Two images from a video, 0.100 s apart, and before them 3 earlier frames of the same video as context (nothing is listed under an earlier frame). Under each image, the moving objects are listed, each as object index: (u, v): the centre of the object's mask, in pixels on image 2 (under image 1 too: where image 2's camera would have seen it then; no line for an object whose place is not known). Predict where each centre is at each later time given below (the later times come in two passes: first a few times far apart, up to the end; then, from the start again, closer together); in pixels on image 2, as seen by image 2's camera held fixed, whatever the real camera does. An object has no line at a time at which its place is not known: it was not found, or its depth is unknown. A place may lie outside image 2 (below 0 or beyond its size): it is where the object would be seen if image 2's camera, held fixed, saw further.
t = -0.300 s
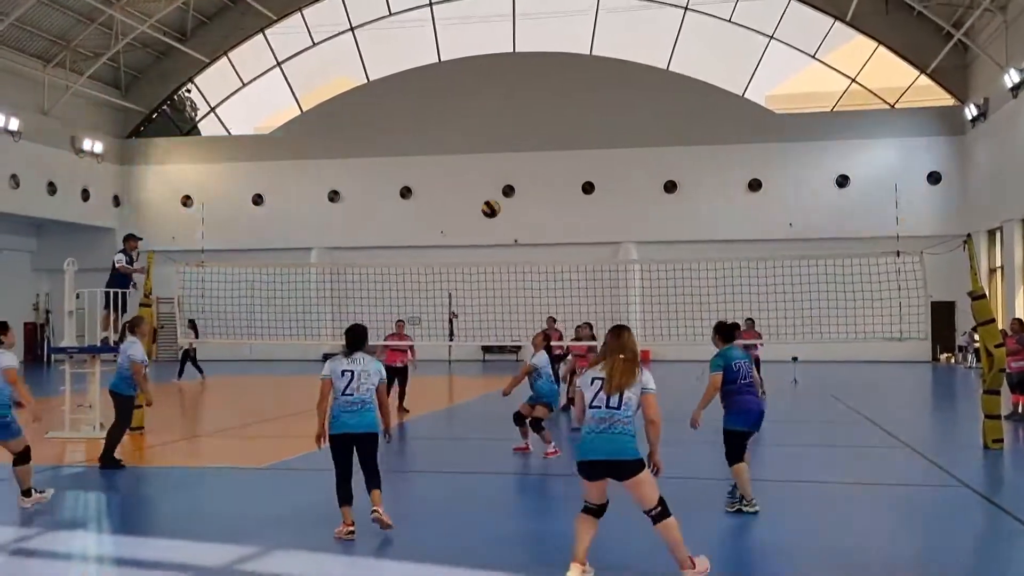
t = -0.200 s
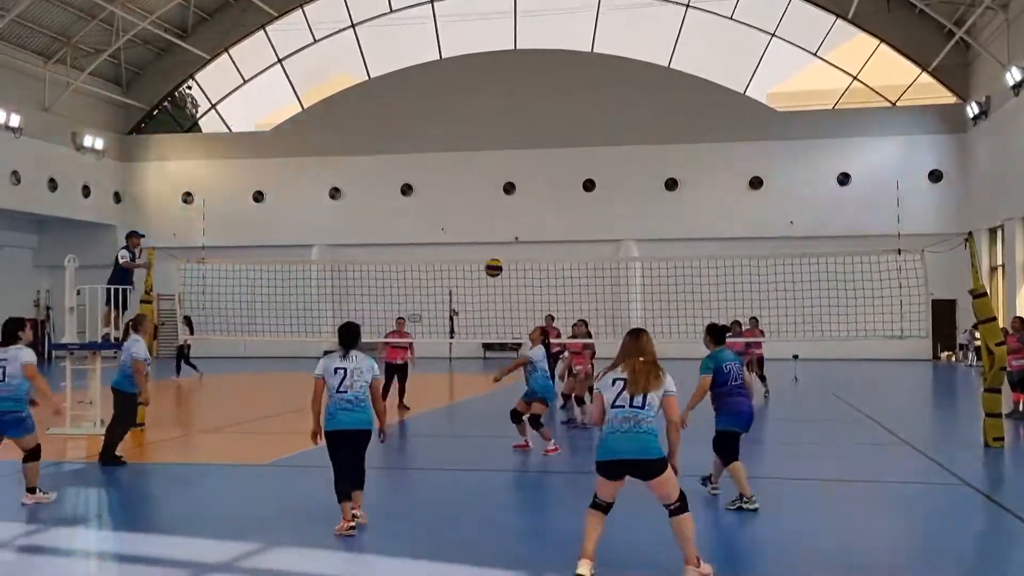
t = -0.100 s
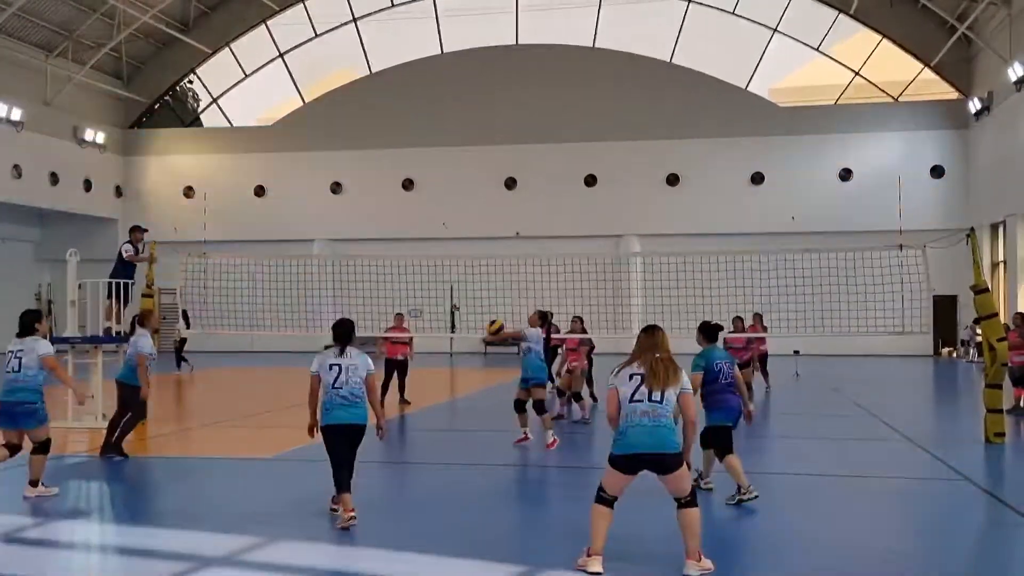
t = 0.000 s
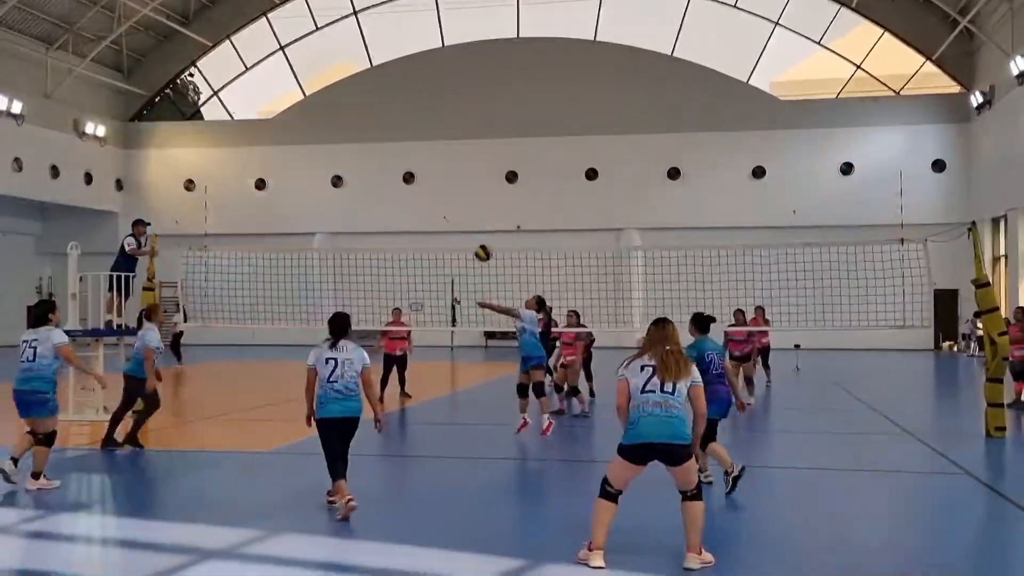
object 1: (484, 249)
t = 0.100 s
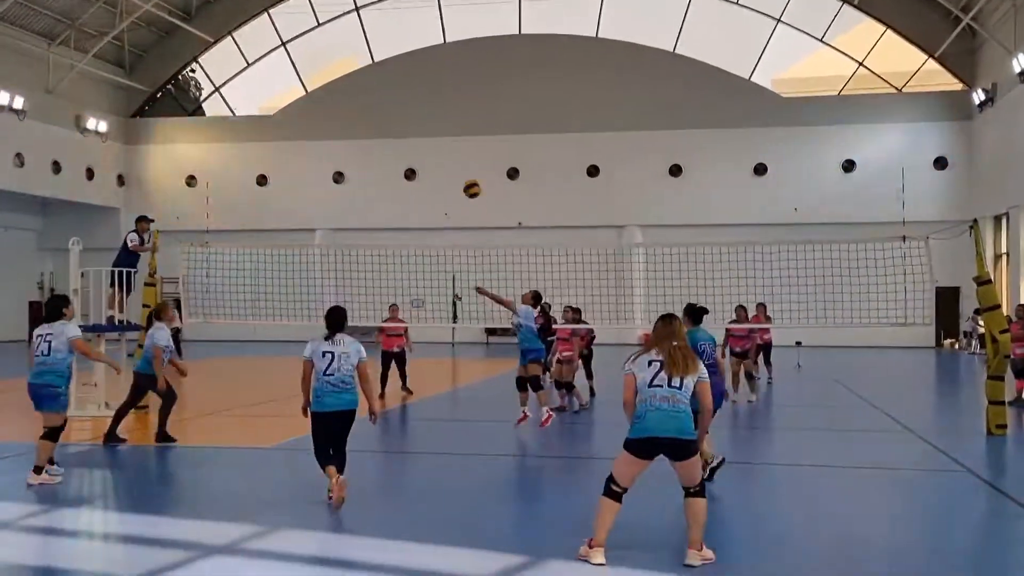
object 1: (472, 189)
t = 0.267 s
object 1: (451, 110)
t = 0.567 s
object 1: (414, 32)
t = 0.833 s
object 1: (383, 29)
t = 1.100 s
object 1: (352, 83)
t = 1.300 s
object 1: (329, 160)
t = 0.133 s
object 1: (468, 171)
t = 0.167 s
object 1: (464, 155)
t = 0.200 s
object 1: (460, 139)
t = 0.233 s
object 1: (456, 123)
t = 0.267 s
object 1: (451, 110)
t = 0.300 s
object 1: (447, 95)
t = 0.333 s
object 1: (442, 84)
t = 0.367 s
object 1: (438, 73)
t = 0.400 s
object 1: (434, 66)
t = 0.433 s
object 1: (430, 56)
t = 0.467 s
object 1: (426, 49)
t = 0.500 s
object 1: (422, 42)
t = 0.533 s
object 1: (418, 37)
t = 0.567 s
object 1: (414, 32)
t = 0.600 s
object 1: (410, 28)
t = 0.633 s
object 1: (406, 26)
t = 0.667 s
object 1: (402, 24)
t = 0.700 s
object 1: (398, 23)
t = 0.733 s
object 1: (395, 23)
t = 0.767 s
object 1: (391, 24)
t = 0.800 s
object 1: (387, 26)
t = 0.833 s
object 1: (383, 29)
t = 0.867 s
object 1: (379, 32)
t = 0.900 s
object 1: (375, 37)
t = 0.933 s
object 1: (371, 42)
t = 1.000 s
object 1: (363, 56)
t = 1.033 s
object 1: (359, 64)
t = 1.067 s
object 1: (355, 73)
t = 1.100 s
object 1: (352, 83)
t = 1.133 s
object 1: (348, 94)
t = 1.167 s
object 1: (345, 105)
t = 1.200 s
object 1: (341, 115)
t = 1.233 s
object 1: (336, 129)
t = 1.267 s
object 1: (333, 145)
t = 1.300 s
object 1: (329, 160)
